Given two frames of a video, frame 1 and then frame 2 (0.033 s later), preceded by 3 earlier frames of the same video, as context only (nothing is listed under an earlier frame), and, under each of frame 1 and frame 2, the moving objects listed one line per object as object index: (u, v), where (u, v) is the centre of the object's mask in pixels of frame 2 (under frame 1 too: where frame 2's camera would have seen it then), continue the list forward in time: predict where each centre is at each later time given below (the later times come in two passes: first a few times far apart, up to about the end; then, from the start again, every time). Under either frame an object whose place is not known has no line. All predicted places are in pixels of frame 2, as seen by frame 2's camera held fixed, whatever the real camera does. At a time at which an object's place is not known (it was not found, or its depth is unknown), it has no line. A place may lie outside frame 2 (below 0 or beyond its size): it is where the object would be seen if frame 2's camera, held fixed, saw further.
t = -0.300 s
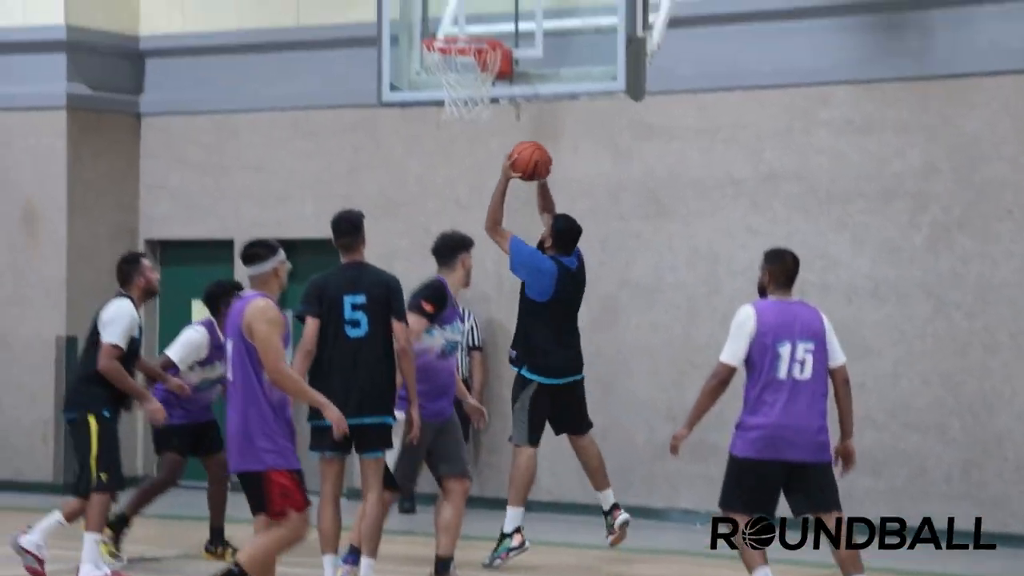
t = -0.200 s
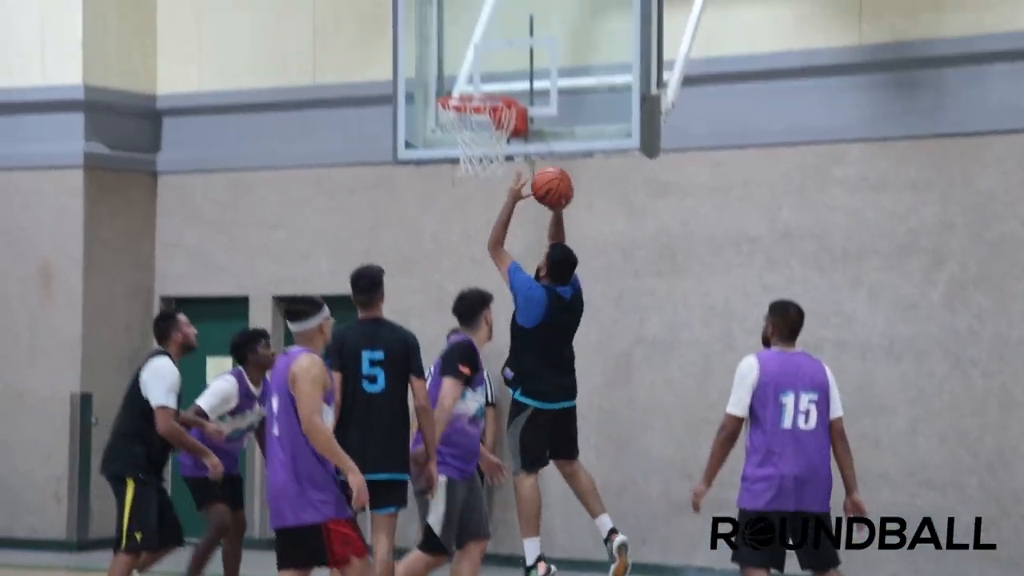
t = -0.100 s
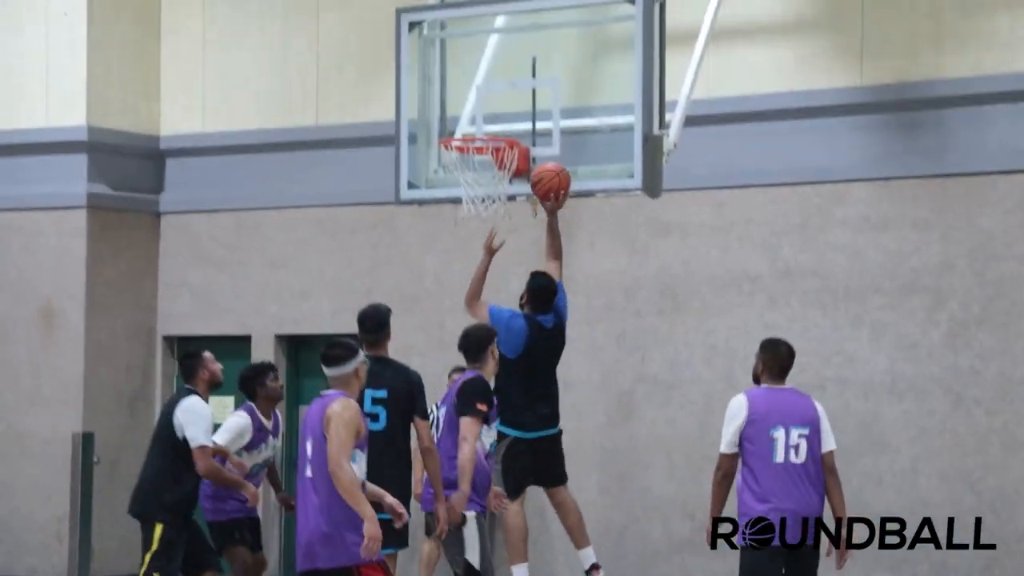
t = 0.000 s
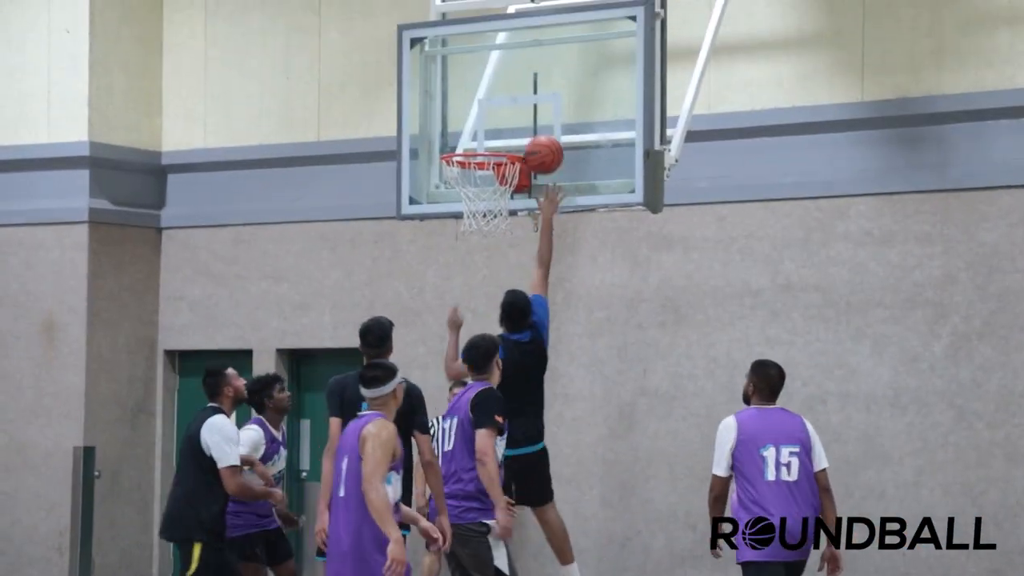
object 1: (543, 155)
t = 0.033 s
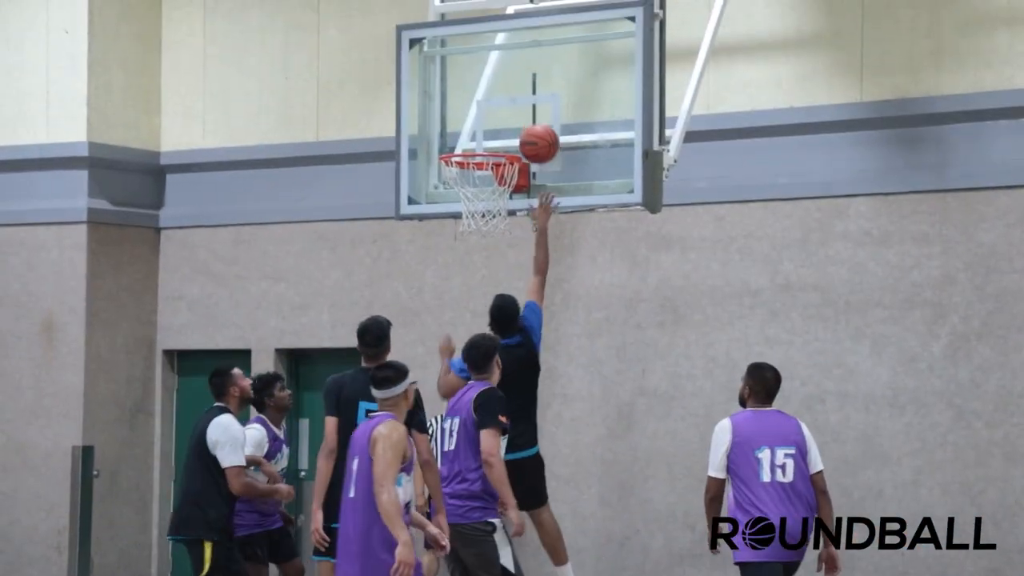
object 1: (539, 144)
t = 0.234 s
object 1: (507, 129)
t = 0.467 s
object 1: (464, 195)
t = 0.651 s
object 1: (453, 262)
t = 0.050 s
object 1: (537, 139)
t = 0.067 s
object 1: (536, 135)
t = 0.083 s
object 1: (534, 132)
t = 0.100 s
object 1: (531, 130)
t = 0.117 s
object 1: (528, 128)
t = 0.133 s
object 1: (525, 127)
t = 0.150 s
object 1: (522, 126)
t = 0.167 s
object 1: (519, 126)
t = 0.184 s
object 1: (516, 126)
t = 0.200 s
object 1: (513, 127)
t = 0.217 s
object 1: (510, 127)
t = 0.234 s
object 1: (507, 129)
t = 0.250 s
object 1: (504, 131)
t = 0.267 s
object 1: (501, 133)
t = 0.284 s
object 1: (498, 135)
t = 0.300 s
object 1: (495, 137)
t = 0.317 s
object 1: (492, 139)
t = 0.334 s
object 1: (489, 142)
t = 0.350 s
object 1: (486, 144)
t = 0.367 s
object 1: (482, 146)
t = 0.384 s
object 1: (478, 163)
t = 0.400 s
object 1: (476, 174)
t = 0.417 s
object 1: (473, 175)
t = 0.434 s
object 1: (469, 182)
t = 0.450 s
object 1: (467, 189)
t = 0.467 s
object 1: (464, 195)
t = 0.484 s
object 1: (462, 201)
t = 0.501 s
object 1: (461, 206)
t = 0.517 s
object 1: (459, 210)
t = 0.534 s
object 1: (459, 221)
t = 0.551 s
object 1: (459, 222)
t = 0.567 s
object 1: (457, 226)
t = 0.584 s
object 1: (457, 232)
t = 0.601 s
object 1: (456, 239)
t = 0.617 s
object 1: (455, 246)
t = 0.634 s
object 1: (454, 254)
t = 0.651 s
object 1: (453, 262)
